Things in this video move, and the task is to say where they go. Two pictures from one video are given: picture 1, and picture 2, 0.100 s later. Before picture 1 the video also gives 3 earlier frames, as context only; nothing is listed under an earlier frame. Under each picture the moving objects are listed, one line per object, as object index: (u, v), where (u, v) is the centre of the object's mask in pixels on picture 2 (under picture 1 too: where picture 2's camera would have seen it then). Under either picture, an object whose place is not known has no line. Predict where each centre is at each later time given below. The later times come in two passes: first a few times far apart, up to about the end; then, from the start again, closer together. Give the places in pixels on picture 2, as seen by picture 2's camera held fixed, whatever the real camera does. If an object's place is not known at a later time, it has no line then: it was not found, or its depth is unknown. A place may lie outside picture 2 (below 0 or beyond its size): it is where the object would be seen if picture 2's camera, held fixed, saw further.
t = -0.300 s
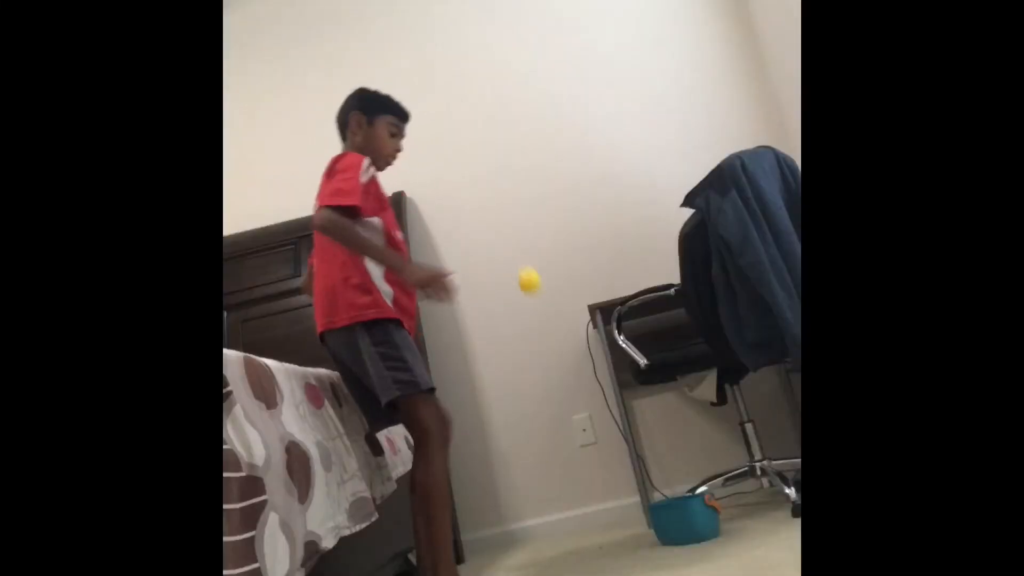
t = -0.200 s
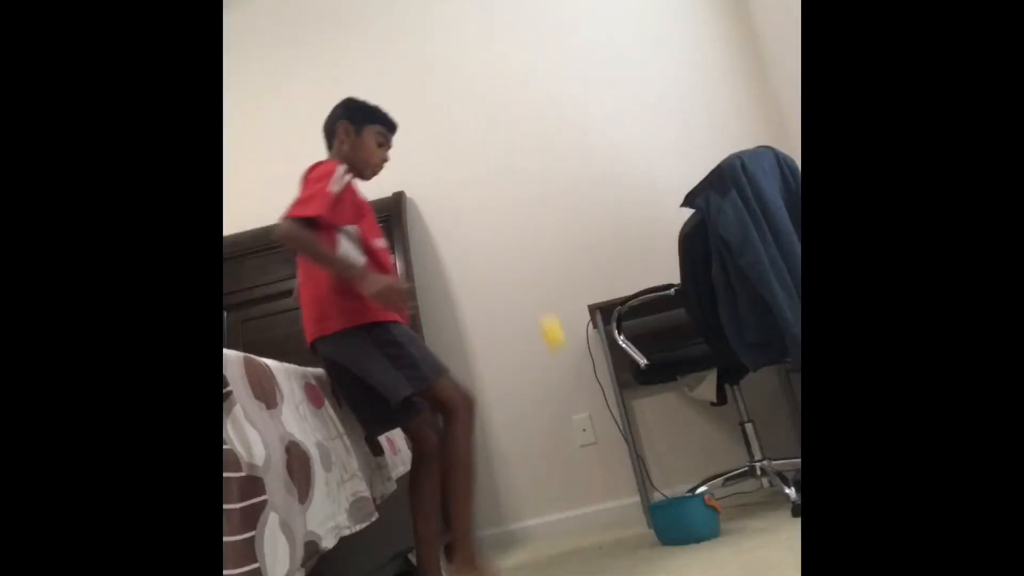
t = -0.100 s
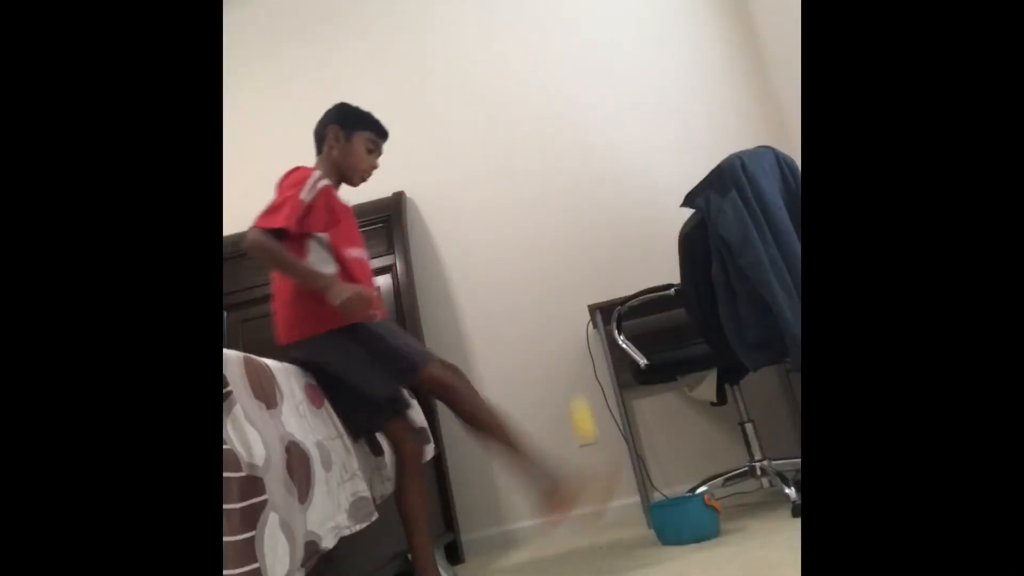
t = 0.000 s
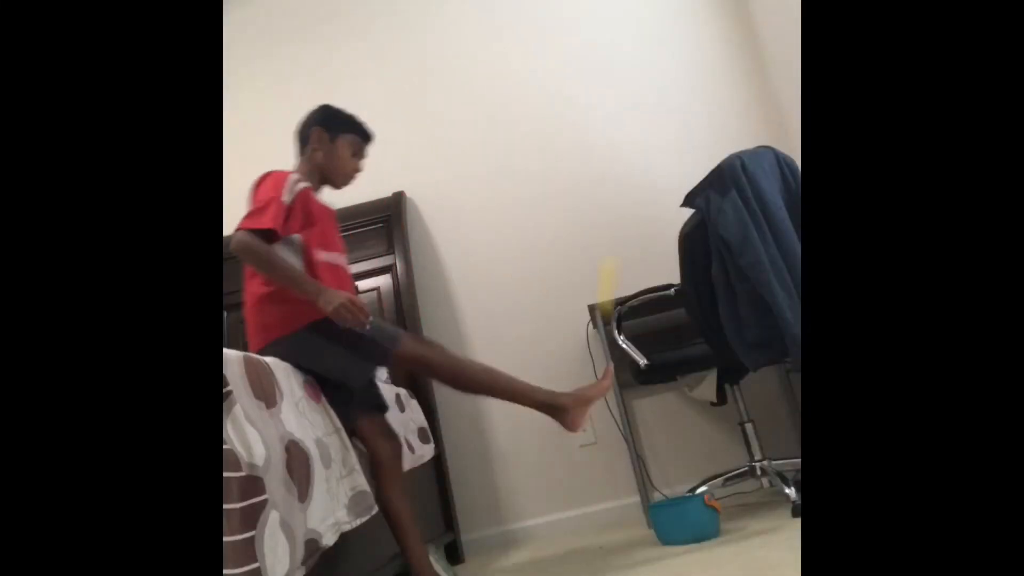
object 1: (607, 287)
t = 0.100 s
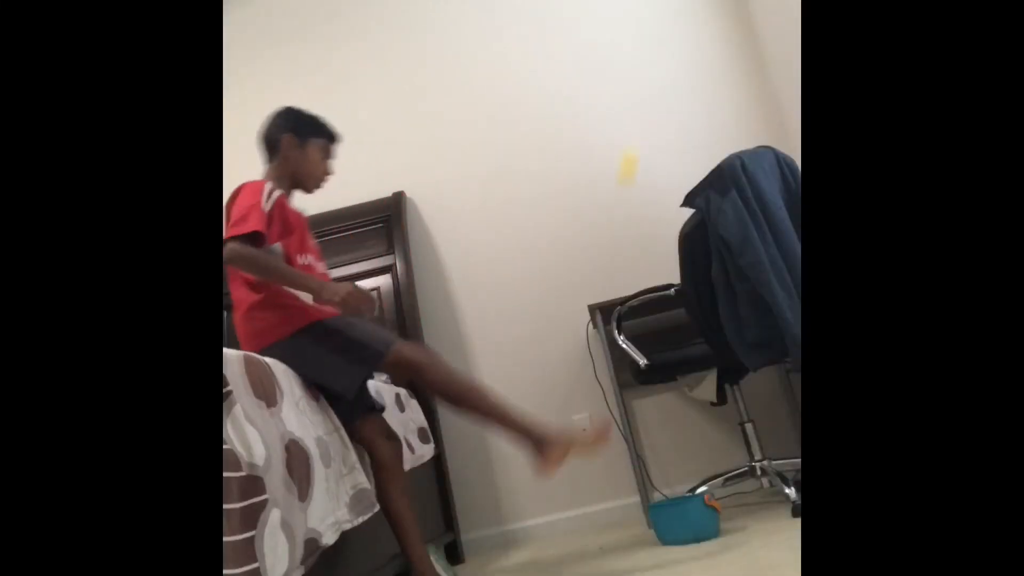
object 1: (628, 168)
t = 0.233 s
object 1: (661, 88)
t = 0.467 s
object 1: (727, 82)
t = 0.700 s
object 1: (780, 131)
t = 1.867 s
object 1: (686, 322)
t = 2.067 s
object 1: (667, 343)
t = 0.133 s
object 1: (636, 139)
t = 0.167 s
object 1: (644, 118)
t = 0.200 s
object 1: (653, 101)
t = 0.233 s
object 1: (661, 88)
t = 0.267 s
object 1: (670, 79)
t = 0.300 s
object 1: (679, 73)
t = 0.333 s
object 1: (688, 70)
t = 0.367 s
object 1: (697, 69)
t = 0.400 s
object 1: (707, 71)
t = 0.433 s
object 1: (717, 76)
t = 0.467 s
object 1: (727, 82)
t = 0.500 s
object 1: (737, 92)
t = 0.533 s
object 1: (747, 103)
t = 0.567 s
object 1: (760, 117)
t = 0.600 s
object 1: (769, 119)
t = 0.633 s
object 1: (782, 121)
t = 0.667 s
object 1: (782, 125)
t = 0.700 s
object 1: (780, 131)
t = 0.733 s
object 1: (779, 139)
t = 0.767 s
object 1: (780, 146)
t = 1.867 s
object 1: (686, 322)
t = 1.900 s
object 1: (688, 331)
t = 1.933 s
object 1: (684, 329)
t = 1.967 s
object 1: (679, 327)
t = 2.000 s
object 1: (674, 329)
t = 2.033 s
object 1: (670, 334)
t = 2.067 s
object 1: (667, 343)
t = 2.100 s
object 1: (666, 355)
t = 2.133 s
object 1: (665, 370)
